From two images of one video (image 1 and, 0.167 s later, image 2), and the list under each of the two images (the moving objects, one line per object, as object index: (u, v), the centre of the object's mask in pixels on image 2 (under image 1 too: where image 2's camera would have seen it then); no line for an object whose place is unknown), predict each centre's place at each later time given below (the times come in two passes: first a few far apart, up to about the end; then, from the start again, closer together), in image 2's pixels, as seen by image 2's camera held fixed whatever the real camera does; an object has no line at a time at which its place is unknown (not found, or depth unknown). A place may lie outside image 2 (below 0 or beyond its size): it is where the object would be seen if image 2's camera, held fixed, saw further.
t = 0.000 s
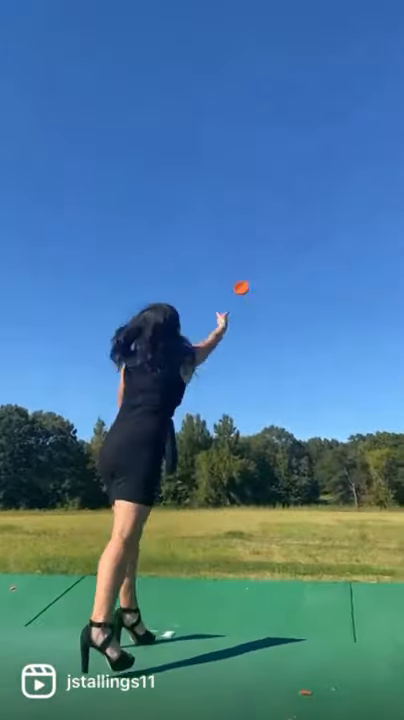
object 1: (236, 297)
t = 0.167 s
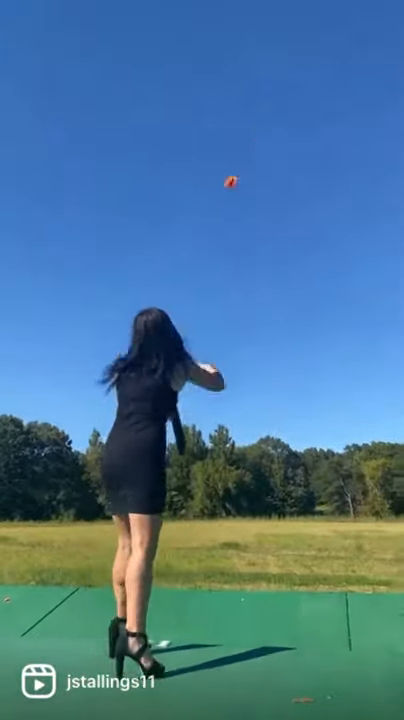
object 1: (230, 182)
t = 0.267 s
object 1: (225, 146)
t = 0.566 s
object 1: (216, 114)
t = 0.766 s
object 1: (212, 131)
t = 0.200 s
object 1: (226, 156)
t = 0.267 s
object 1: (225, 146)
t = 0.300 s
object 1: (224, 138)
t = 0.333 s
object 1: (223, 131)
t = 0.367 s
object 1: (220, 124)
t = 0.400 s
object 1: (221, 121)
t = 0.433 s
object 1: (220, 118)
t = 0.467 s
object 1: (219, 116)
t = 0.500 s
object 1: (217, 114)
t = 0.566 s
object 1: (216, 114)
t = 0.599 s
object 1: (216, 115)
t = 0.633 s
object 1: (216, 115)
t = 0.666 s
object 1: (215, 116)
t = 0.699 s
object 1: (214, 119)
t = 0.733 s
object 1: (214, 123)
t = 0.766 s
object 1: (212, 131)
